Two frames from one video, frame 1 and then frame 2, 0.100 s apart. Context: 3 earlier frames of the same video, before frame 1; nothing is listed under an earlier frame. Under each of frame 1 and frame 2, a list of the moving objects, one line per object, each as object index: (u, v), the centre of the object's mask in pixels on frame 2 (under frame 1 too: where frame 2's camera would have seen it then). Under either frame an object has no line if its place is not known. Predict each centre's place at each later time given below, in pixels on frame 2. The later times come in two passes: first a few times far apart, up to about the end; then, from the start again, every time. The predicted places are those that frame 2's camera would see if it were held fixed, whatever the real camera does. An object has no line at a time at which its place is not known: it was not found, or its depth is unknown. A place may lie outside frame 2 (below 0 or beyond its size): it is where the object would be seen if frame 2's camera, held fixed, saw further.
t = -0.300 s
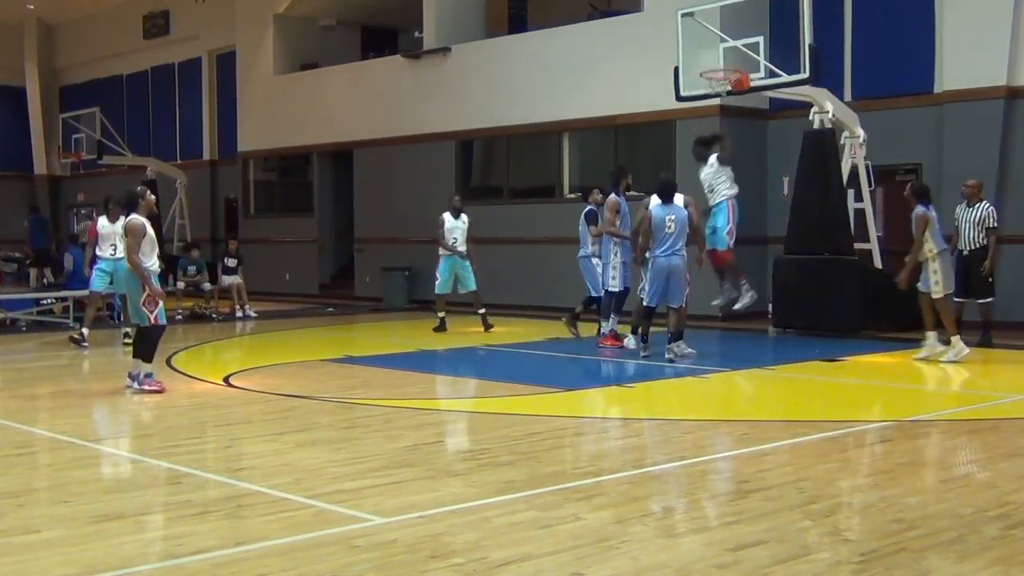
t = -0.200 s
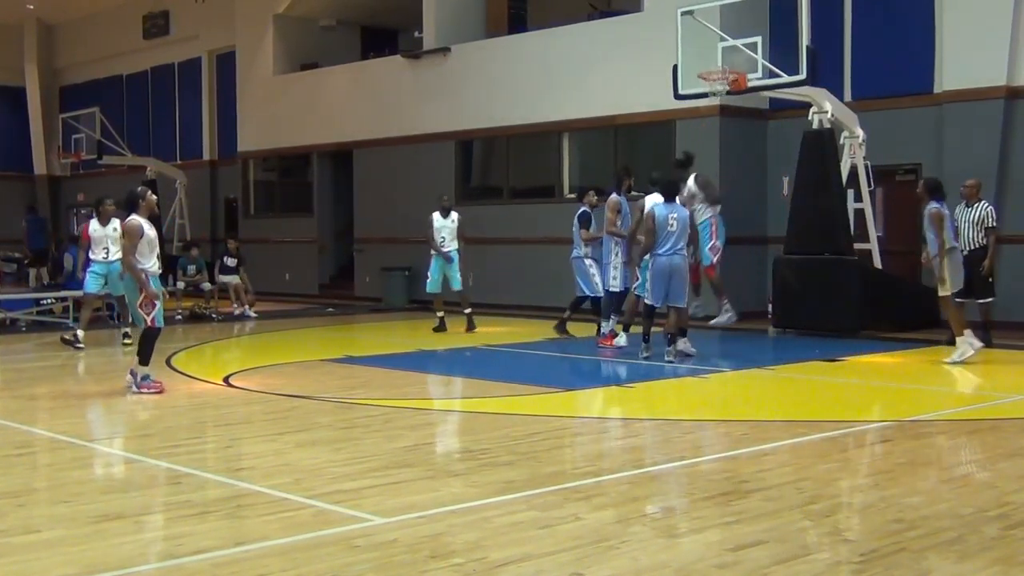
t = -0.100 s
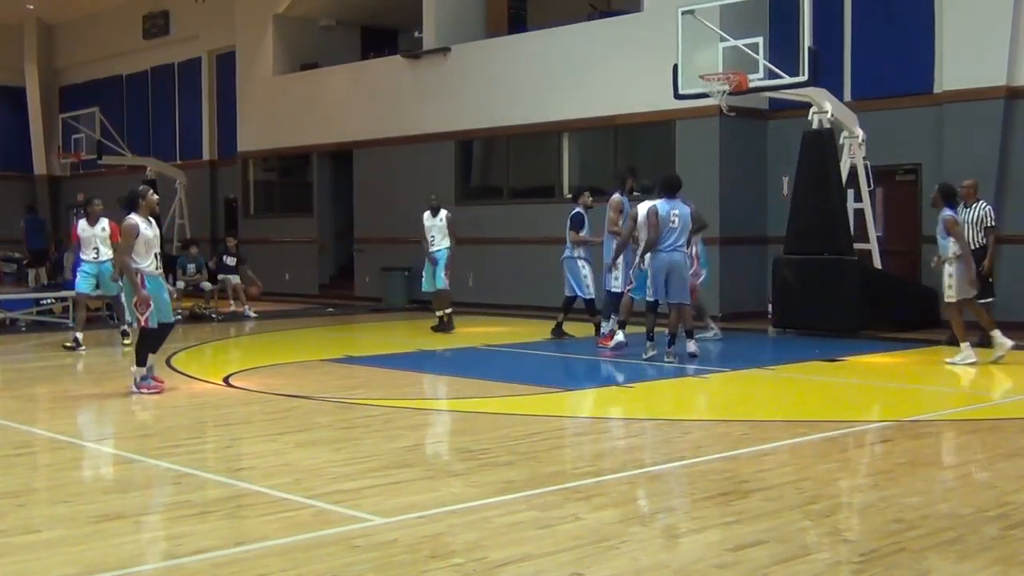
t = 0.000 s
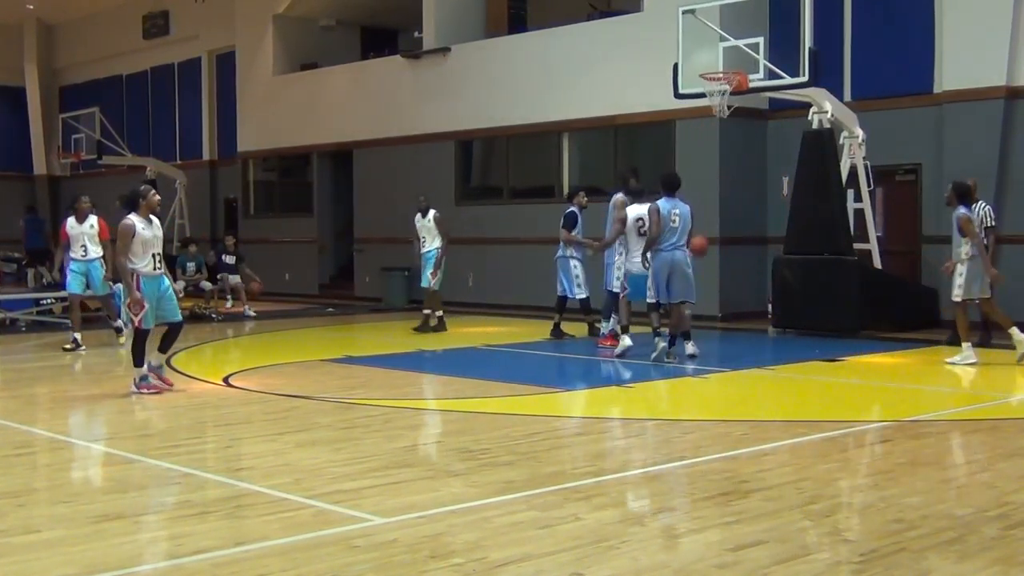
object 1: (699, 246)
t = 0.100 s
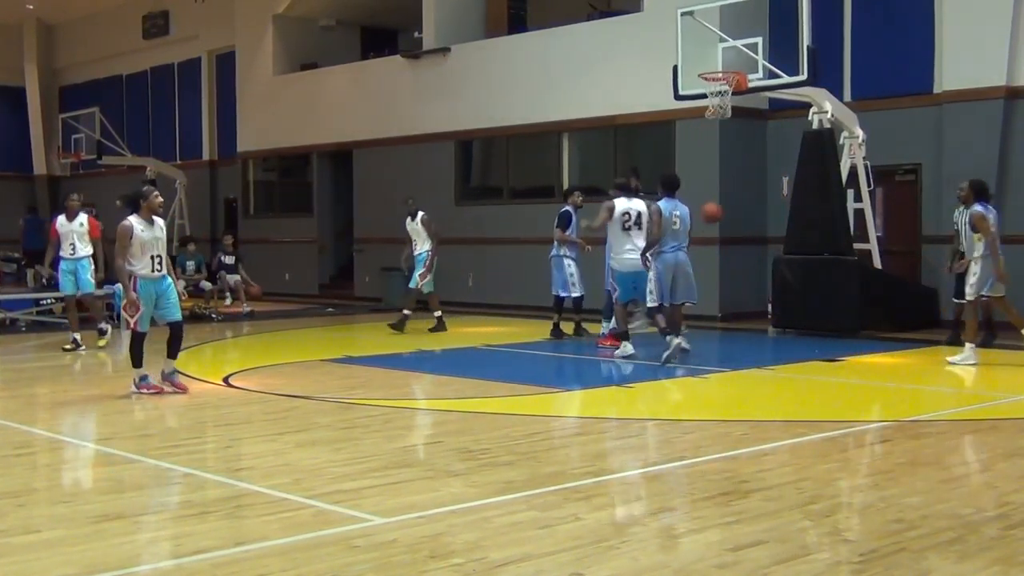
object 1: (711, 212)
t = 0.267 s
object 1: (736, 174)
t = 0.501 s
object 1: (771, 161)
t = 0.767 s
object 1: (813, 209)
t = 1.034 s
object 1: (859, 332)
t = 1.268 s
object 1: (894, 274)
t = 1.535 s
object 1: (937, 226)
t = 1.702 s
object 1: (965, 234)
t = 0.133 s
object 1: (716, 202)
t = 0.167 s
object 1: (721, 194)
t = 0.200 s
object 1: (726, 186)
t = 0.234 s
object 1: (731, 179)
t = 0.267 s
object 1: (736, 174)
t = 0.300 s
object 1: (740, 169)
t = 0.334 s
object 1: (745, 165)
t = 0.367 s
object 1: (750, 163)
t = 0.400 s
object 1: (755, 161)
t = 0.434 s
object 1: (759, 160)
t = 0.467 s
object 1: (765, 160)
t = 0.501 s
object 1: (771, 161)
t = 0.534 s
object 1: (776, 163)
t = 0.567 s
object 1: (781, 166)
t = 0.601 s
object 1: (786, 170)
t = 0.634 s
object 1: (791, 176)
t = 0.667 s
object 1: (797, 182)
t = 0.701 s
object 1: (803, 190)
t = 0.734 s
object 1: (807, 199)
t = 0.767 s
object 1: (813, 209)
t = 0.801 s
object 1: (818, 220)
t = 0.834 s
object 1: (824, 233)
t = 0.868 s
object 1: (830, 246)
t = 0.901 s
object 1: (835, 261)
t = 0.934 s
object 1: (841, 277)
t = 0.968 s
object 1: (847, 294)
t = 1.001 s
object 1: (853, 313)
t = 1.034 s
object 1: (859, 332)
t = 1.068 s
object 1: (864, 350)
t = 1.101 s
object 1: (869, 336)
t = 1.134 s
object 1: (874, 323)
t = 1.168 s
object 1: (879, 309)
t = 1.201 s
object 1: (884, 296)
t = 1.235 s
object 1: (889, 284)
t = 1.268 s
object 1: (894, 274)
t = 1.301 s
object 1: (899, 264)
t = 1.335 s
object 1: (905, 255)
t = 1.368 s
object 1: (910, 248)
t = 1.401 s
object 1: (915, 241)
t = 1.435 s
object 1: (921, 236)
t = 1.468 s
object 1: (926, 231)
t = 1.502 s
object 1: (932, 228)
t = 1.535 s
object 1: (937, 226)
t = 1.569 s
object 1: (942, 225)
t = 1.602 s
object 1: (948, 225)
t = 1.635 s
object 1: (954, 227)
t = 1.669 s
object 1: (959, 230)
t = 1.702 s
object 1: (965, 234)
